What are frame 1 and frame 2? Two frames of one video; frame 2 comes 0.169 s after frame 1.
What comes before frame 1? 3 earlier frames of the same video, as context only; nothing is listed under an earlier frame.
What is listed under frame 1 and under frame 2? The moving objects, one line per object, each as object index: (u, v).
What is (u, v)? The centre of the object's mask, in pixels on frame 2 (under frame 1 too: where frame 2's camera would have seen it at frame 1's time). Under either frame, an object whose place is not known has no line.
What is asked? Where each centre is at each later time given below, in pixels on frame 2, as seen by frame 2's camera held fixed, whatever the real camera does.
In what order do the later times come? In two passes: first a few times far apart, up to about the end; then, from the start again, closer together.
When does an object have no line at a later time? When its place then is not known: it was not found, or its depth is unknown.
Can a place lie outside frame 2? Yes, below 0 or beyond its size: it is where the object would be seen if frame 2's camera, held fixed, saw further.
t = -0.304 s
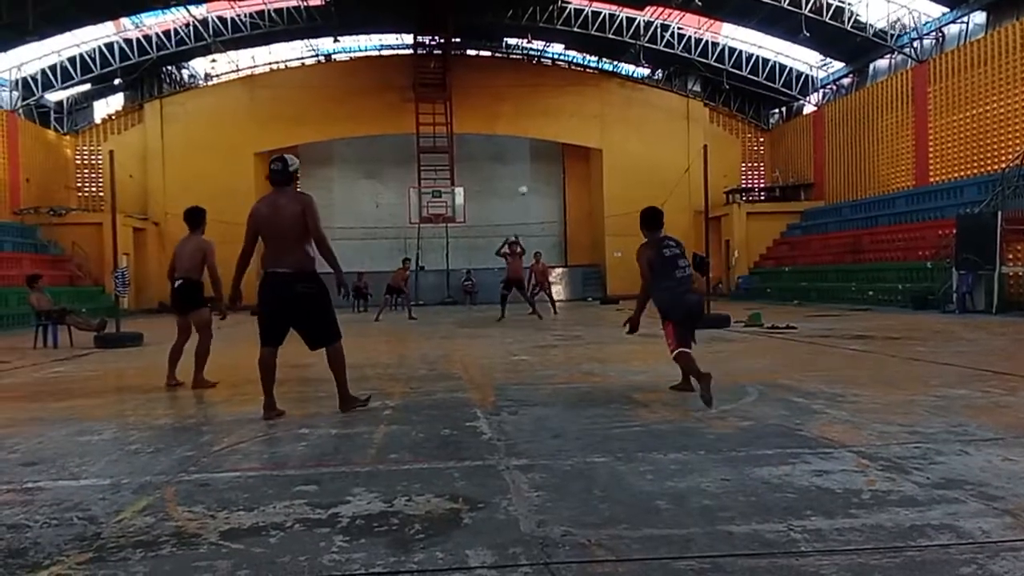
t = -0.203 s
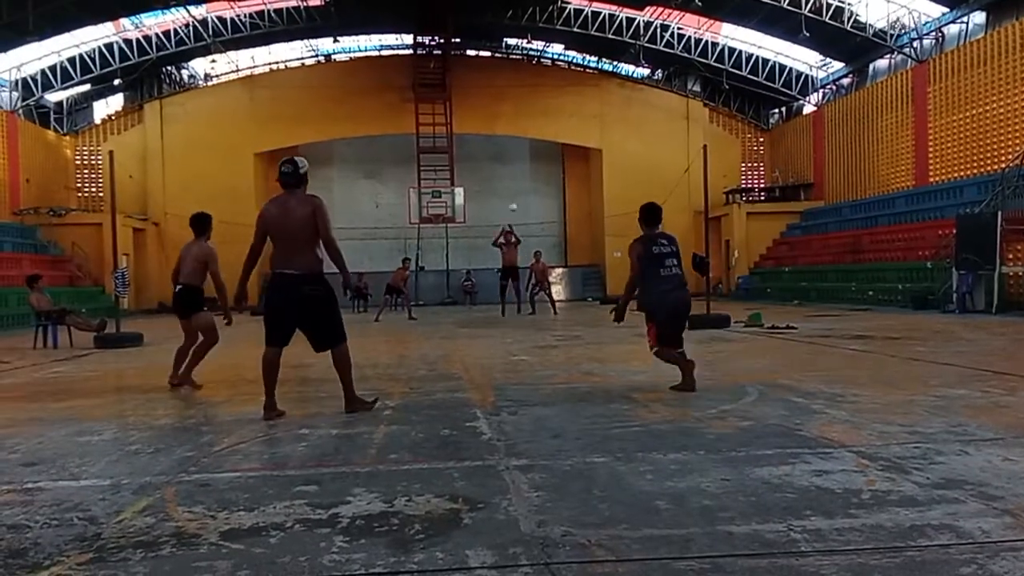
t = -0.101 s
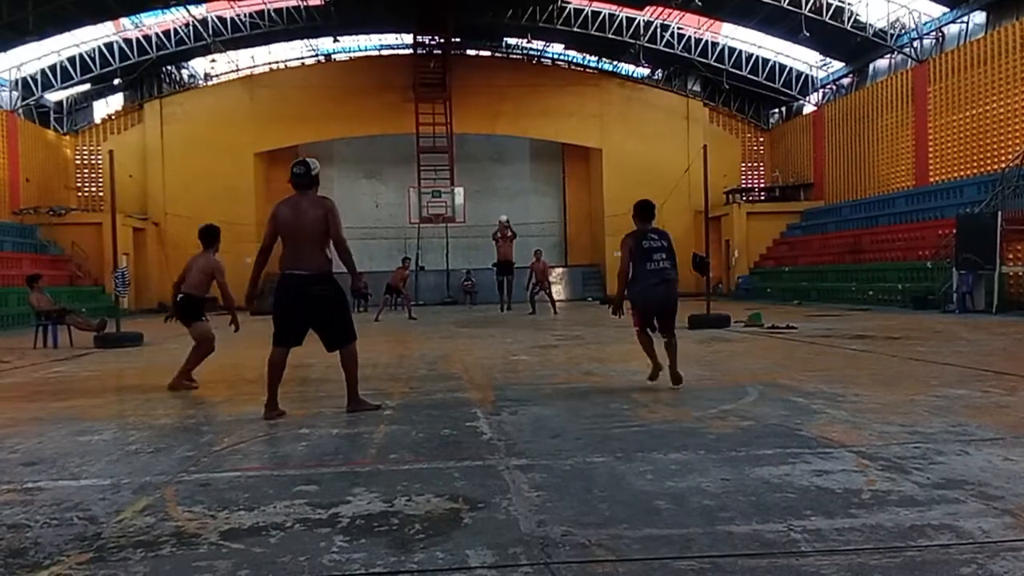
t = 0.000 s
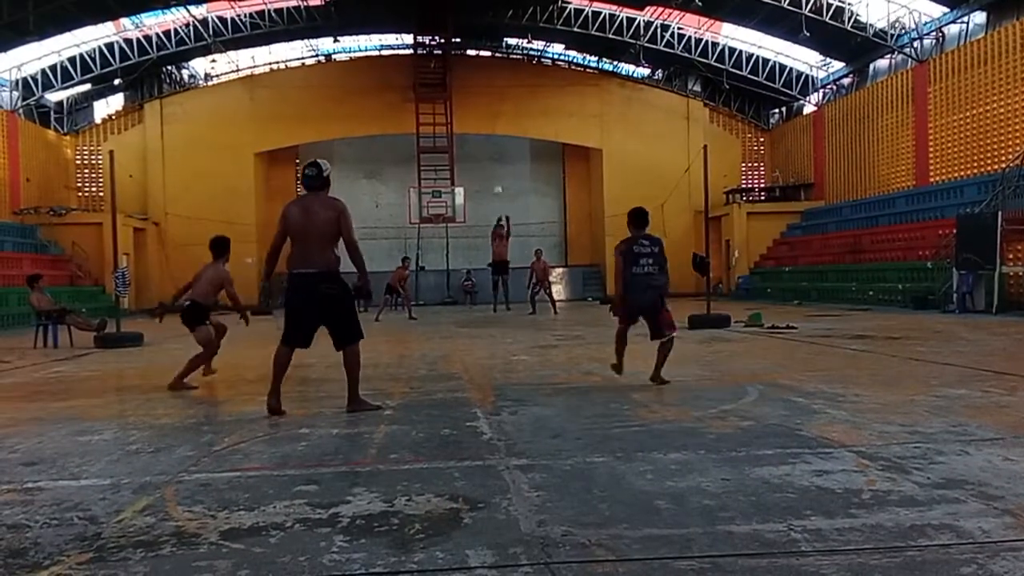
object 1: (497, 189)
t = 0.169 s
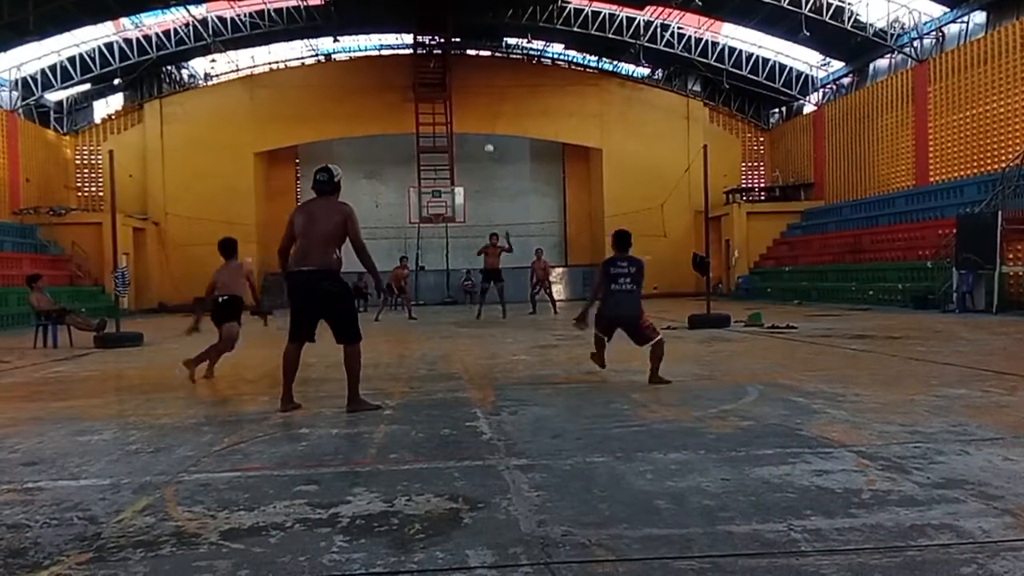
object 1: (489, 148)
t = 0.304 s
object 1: (481, 121)
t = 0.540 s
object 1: (465, 96)
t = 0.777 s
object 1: (447, 105)
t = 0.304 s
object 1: (481, 121)
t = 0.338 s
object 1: (479, 116)
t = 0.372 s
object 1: (477, 112)
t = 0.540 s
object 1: (465, 96)
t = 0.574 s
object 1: (462, 95)
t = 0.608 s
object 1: (460, 95)
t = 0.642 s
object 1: (457, 95)
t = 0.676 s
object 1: (455, 96)
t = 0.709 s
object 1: (452, 98)
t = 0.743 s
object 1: (450, 101)
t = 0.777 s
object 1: (447, 105)
